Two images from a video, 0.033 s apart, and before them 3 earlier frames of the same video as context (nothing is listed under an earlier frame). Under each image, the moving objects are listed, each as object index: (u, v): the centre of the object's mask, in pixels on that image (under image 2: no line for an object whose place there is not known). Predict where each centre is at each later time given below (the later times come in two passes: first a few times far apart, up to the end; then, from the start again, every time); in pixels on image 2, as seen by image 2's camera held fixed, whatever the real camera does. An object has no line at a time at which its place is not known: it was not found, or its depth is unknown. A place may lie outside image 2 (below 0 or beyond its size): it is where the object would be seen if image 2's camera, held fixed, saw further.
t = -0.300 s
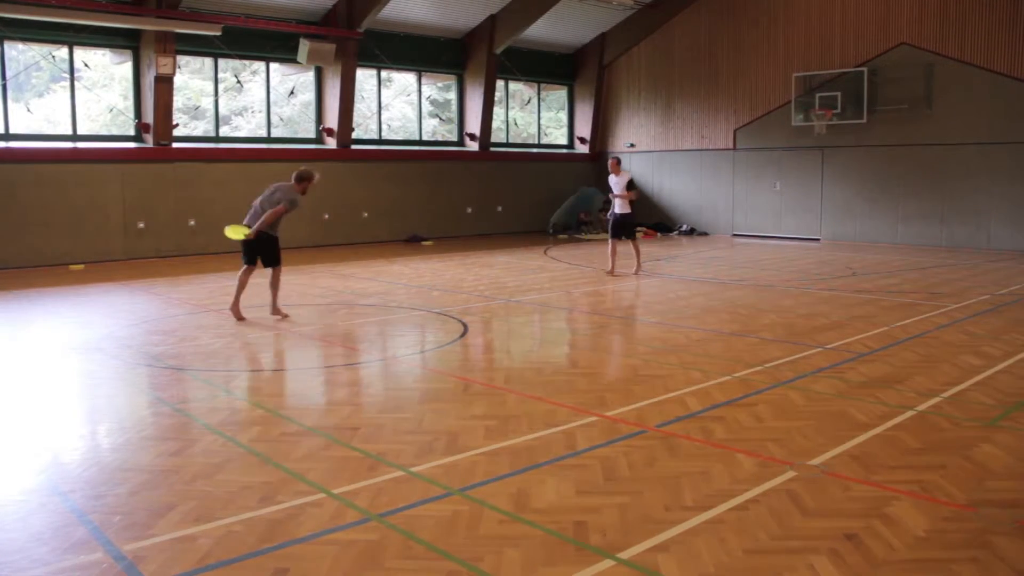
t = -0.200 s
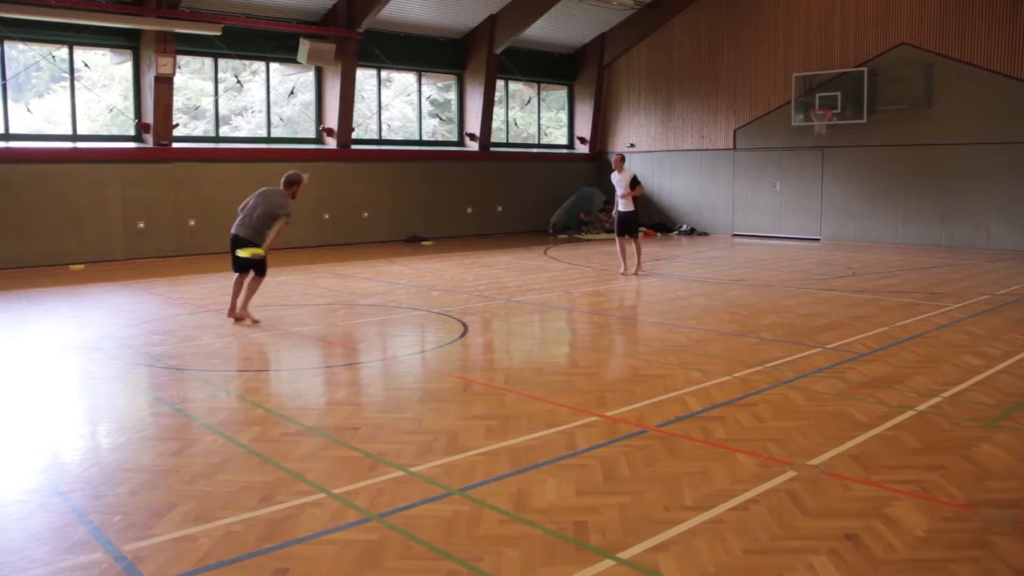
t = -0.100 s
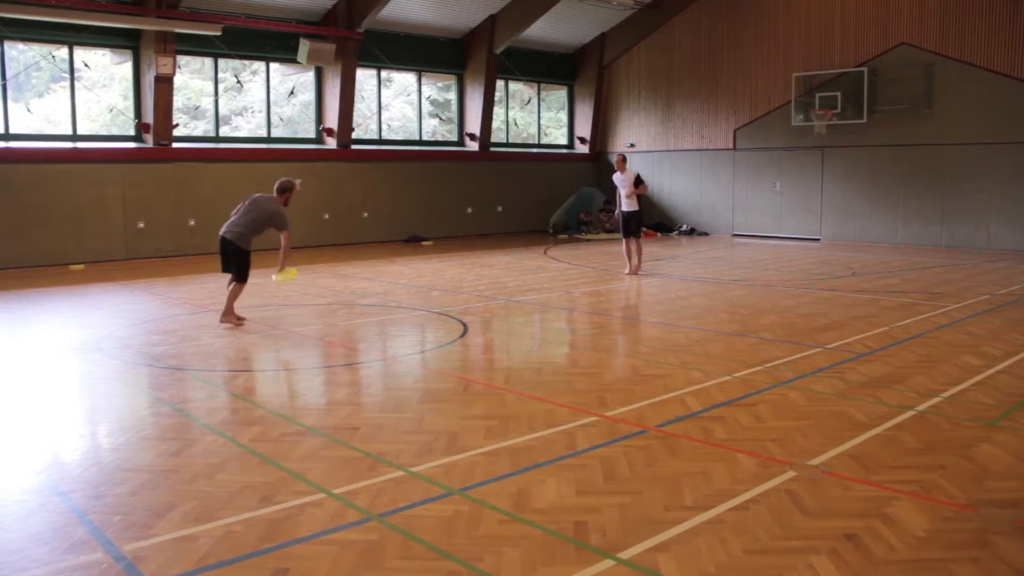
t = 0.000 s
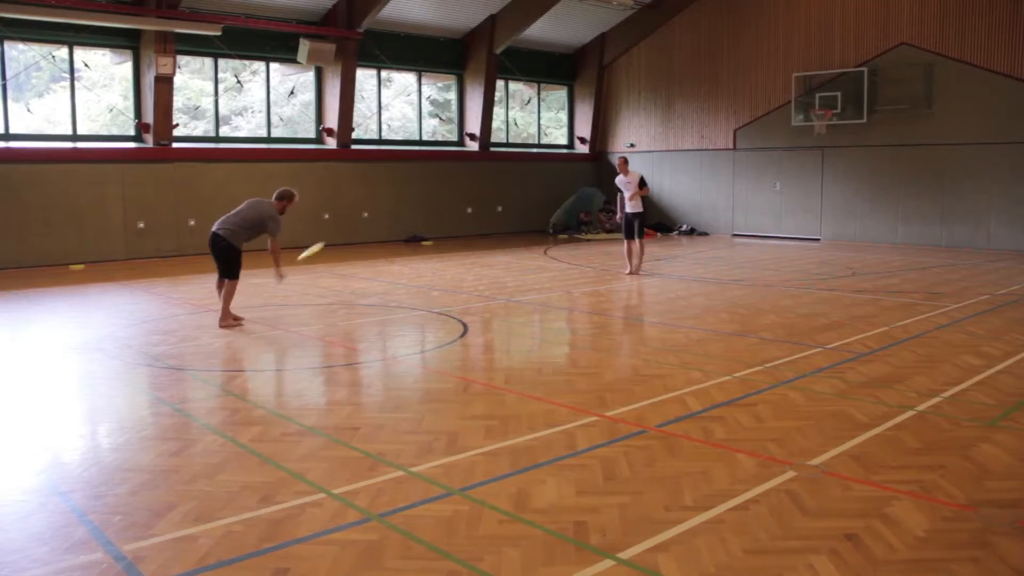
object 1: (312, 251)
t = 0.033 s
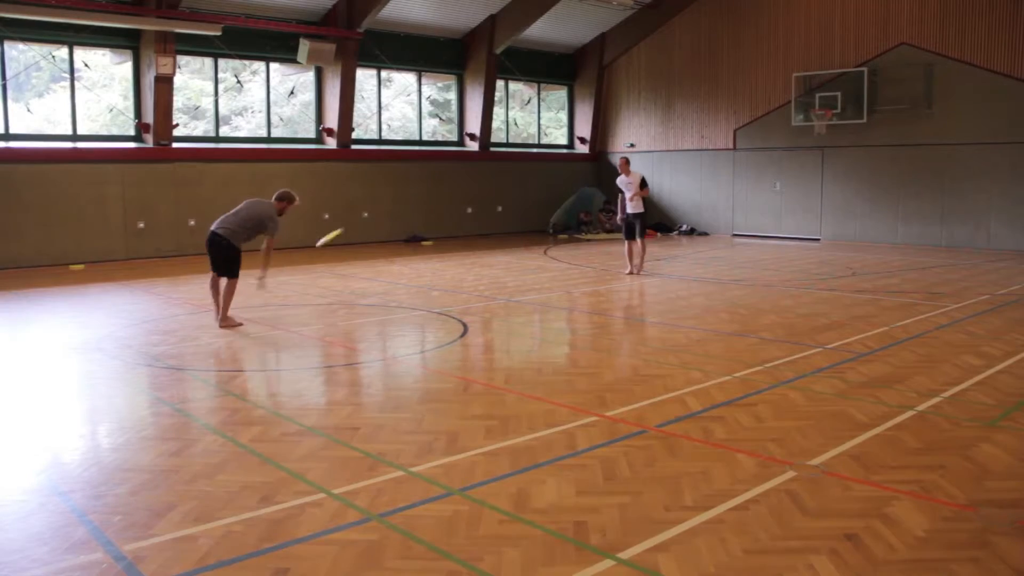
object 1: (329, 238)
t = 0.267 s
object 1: (447, 166)
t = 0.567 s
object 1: (572, 126)
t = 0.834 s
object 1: (659, 125)
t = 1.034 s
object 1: (709, 142)
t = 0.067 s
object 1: (346, 225)
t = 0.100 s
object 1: (364, 212)
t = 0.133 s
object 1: (382, 200)
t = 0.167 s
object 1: (399, 190)
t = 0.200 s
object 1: (415, 182)
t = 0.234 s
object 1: (431, 173)
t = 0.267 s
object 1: (447, 166)
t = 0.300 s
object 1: (463, 159)
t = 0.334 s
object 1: (478, 153)
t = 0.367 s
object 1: (492, 148)
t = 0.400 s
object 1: (505, 143)
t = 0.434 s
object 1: (520, 139)
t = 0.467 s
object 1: (537, 133)
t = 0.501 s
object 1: (546, 132)
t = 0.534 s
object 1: (561, 128)
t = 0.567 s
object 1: (572, 126)
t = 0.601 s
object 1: (585, 125)
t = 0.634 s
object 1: (598, 123)
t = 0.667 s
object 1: (607, 123)
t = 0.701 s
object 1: (616, 123)
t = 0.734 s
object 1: (629, 123)
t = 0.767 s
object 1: (640, 123)
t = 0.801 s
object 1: (648, 124)
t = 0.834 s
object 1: (659, 125)
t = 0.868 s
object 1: (667, 127)
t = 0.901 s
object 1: (676, 130)
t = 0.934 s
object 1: (685, 132)
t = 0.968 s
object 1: (693, 135)
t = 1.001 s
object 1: (701, 138)
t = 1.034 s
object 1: (709, 142)
